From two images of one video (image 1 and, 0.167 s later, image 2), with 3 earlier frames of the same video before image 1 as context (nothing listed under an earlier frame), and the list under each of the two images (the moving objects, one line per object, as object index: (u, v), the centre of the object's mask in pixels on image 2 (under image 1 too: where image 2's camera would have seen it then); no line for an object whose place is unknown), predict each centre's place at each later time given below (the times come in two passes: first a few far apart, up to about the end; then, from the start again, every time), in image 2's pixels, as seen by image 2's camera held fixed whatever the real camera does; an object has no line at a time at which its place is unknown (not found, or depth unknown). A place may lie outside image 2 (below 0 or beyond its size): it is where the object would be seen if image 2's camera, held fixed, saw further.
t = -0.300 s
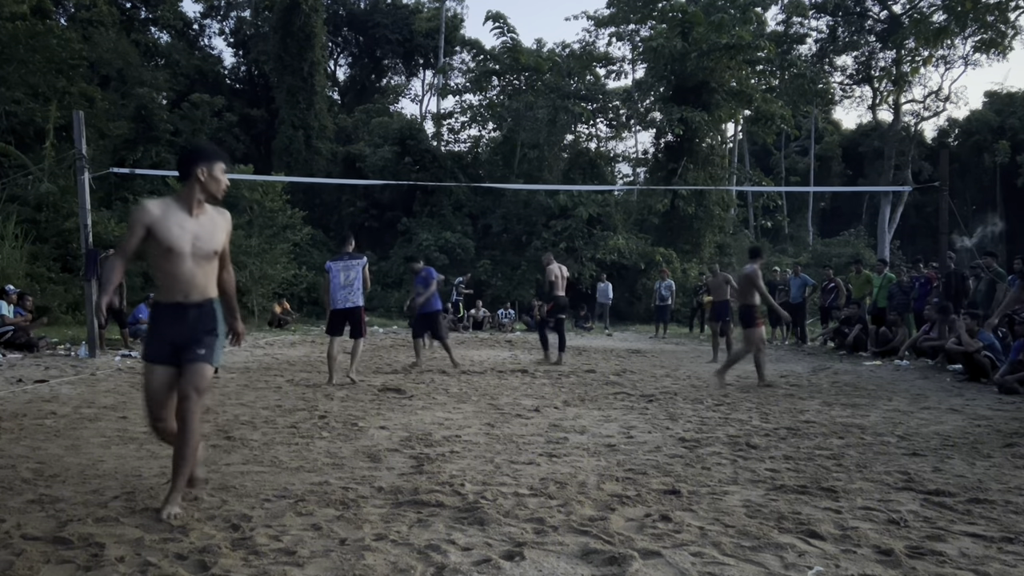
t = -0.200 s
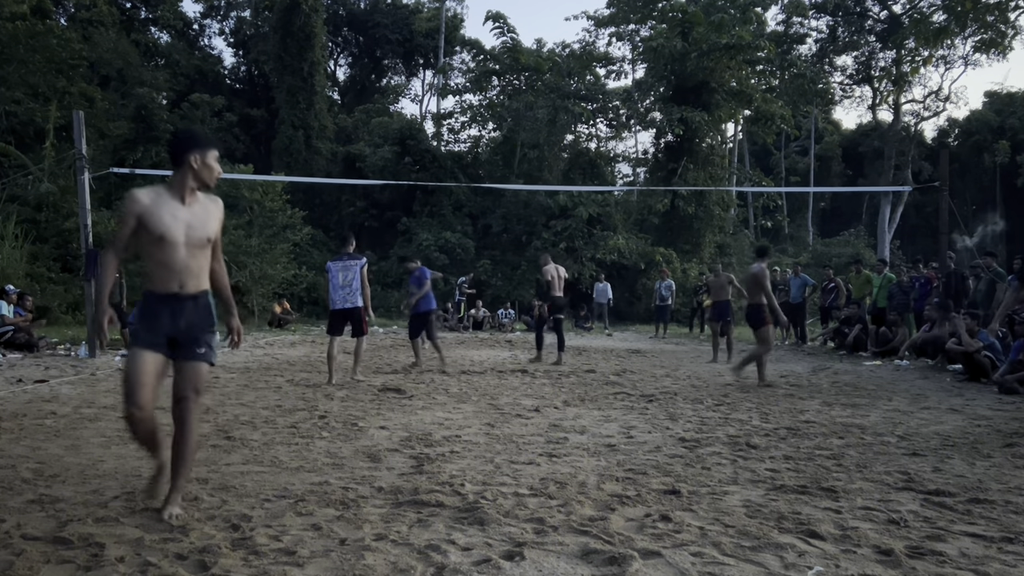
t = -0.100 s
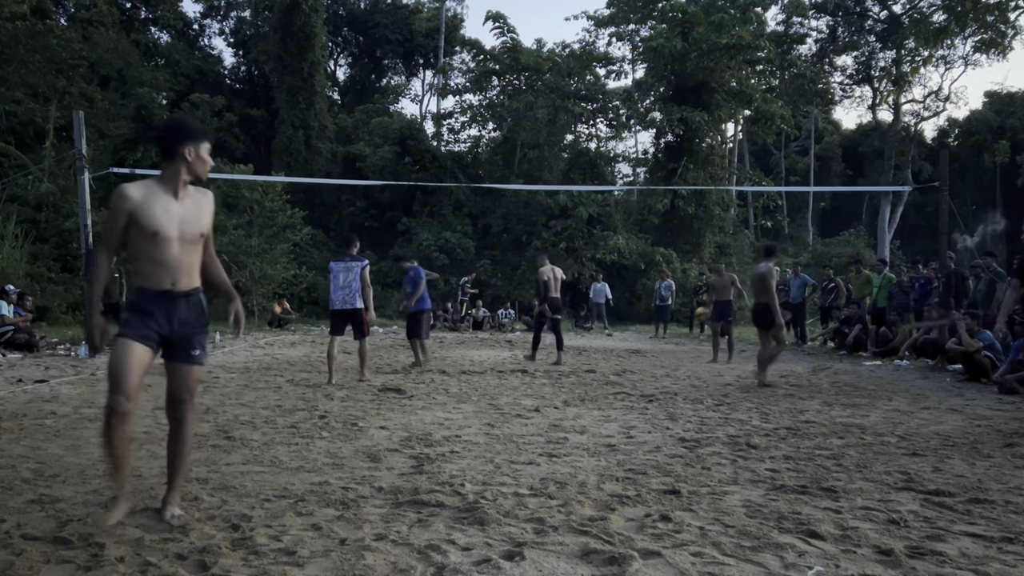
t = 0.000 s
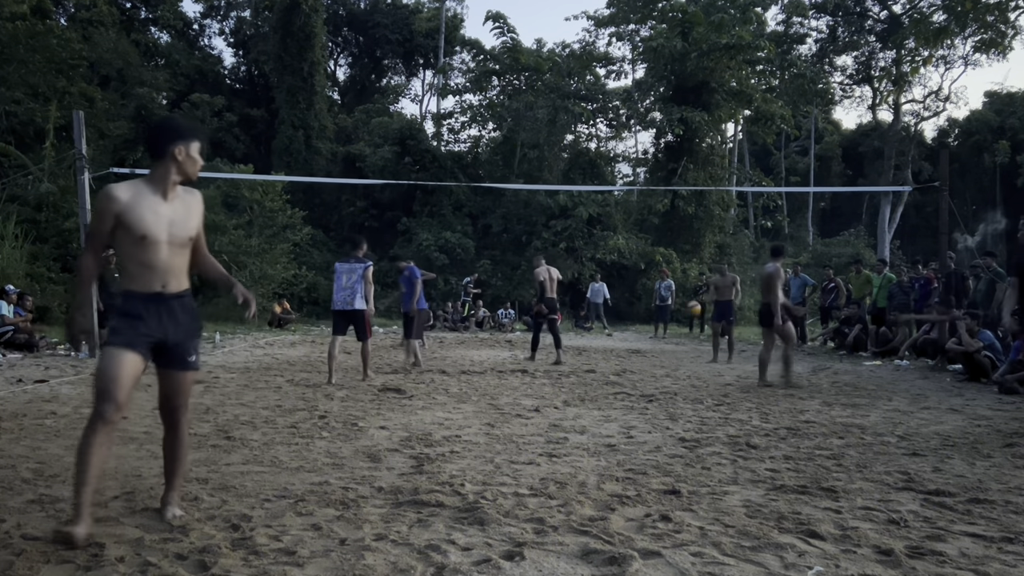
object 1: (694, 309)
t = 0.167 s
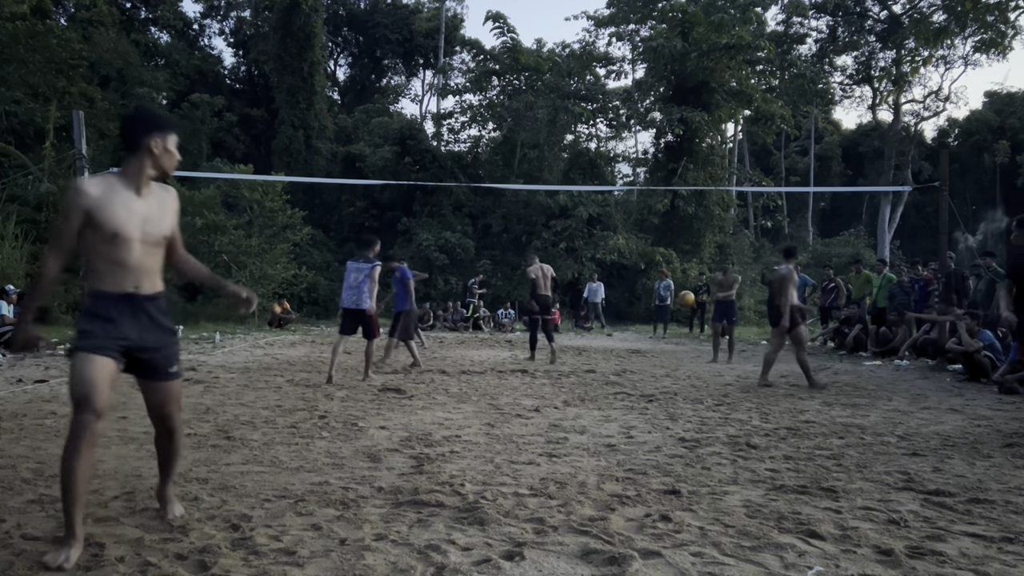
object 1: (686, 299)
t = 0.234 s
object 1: (683, 300)
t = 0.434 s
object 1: (668, 330)
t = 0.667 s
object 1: (645, 384)
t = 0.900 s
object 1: (621, 395)
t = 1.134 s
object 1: (580, 409)
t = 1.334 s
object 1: (532, 436)
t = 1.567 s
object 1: (448, 474)
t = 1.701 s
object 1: (378, 526)
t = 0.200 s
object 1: (684, 300)
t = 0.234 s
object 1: (683, 300)
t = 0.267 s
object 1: (681, 303)
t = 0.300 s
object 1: (678, 305)
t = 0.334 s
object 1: (676, 310)
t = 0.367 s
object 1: (673, 315)
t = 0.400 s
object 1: (670, 321)
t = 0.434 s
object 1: (668, 330)
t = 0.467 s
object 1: (665, 339)
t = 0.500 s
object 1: (662, 350)
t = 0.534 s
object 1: (659, 363)
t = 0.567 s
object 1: (656, 380)
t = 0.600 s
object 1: (650, 389)
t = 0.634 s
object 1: (647, 386)
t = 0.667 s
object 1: (645, 384)
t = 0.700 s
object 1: (642, 380)
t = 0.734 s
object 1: (639, 380)
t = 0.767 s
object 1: (635, 380)
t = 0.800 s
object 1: (632, 381)
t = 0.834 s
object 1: (628, 384)
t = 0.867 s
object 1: (626, 388)
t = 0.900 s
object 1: (621, 395)
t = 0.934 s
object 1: (616, 403)
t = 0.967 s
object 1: (611, 412)
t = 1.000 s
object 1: (606, 425)
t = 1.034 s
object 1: (601, 421)
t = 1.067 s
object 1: (595, 416)
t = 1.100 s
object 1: (588, 412)
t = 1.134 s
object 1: (580, 409)
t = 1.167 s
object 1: (574, 409)
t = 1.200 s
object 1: (567, 410)
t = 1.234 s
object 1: (558, 413)
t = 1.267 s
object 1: (551, 418)
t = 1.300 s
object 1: (542, 426)
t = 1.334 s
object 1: (532, 436)
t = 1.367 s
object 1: (522, 449)
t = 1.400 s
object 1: (511, 467)
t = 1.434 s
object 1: (498, 472)
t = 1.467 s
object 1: (487, 469)
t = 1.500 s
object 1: (474, 468)
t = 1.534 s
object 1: (463, 469)
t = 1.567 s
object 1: (448, 474)
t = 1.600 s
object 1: (434, 481)
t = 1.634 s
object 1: (419, 494)
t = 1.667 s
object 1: (397, 508)
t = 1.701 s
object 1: (378, 526)
